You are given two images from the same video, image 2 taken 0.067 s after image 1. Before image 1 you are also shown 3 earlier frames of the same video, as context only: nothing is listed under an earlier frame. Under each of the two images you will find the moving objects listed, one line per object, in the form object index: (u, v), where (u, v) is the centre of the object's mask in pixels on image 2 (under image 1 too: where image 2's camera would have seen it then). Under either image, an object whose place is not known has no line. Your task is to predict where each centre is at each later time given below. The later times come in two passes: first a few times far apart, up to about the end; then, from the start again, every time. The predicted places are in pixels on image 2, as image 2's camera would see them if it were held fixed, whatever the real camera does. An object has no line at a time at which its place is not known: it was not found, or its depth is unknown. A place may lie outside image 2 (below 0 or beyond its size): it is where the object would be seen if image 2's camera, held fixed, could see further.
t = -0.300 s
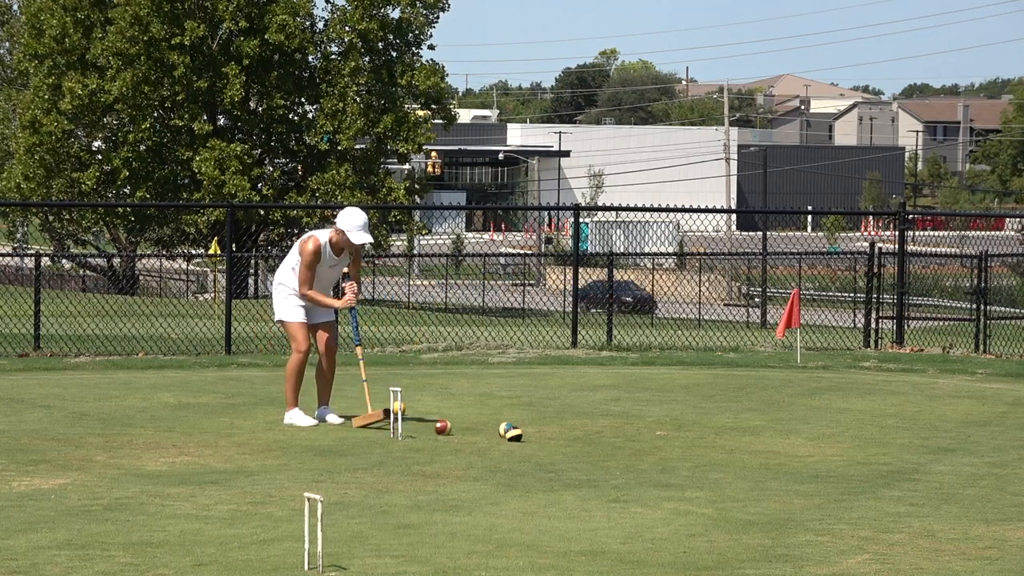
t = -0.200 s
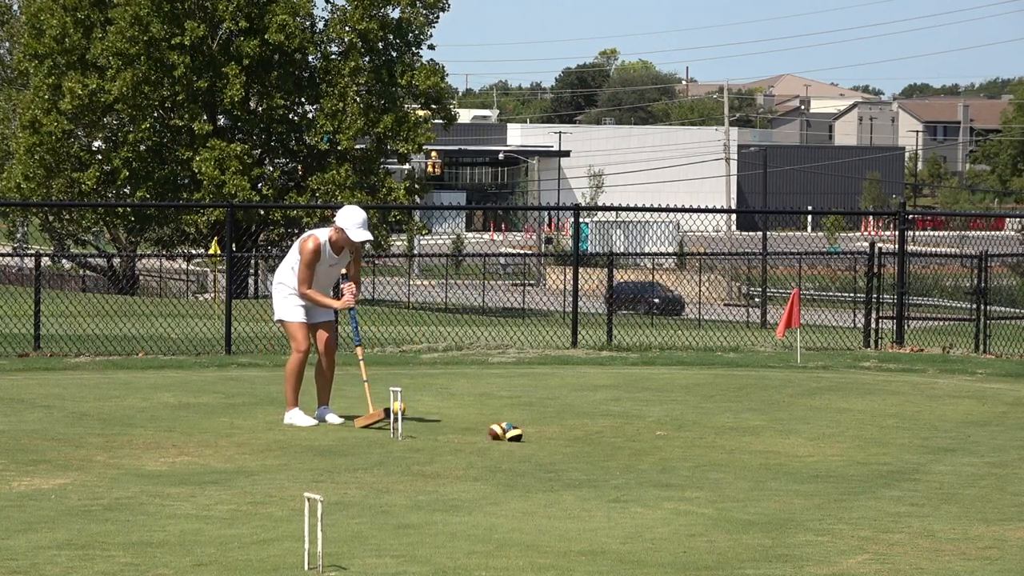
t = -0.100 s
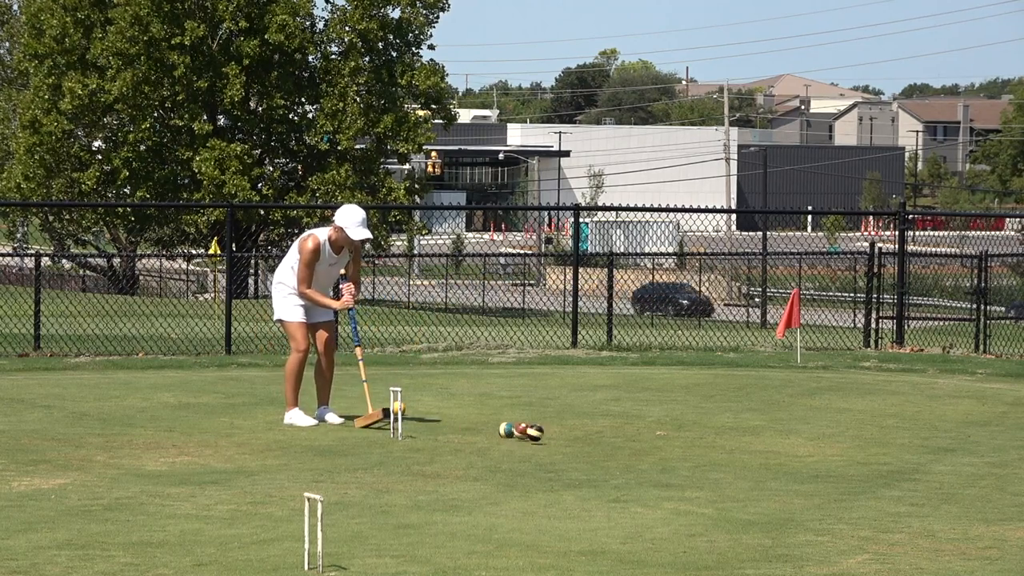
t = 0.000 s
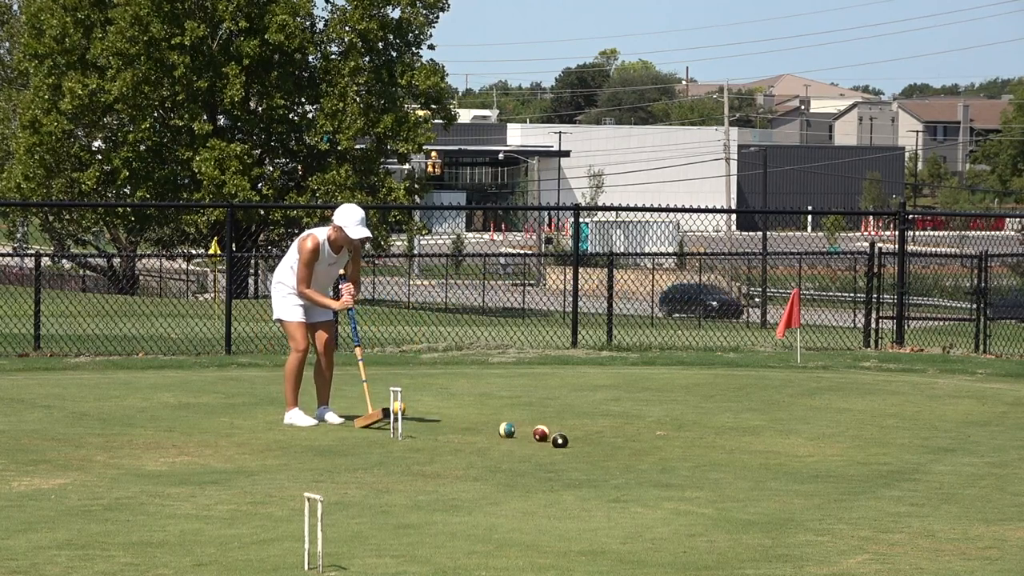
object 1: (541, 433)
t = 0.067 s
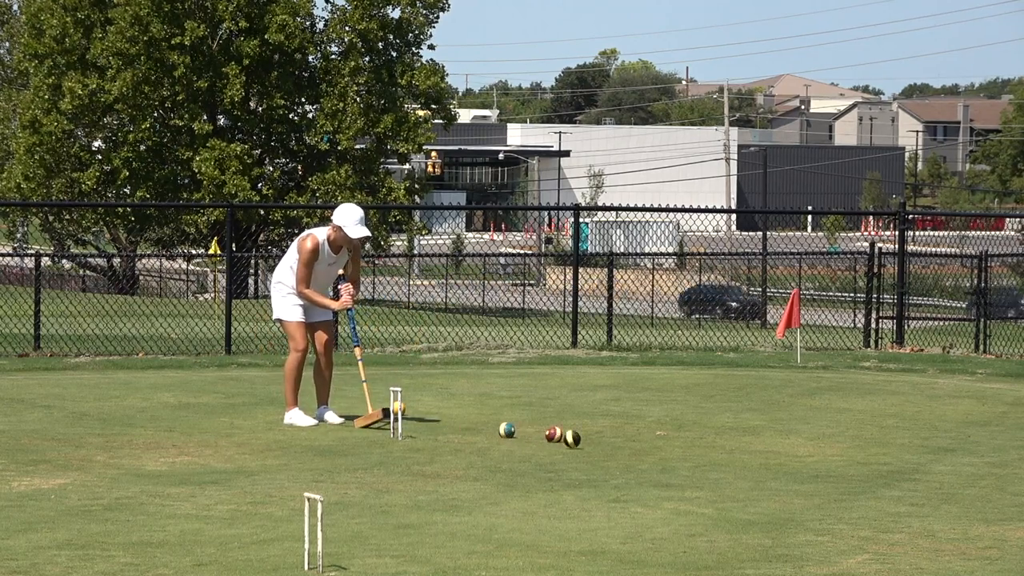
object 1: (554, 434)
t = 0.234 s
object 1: (581, 435)
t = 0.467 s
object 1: (612, 435)
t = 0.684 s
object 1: (632, 436)
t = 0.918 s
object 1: (644, 437)
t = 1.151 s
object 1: (647, 437)
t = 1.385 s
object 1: (646, 437)
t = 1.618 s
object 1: (646, 437)
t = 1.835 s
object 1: (646, 437)
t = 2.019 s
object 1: (646, 437)
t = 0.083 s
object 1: (556, 435)
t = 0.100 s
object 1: (559, 435)
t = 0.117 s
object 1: (562, 434)
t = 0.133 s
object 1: (565, 434)
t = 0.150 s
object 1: (568, 434)
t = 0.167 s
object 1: (571, 434)
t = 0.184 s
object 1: (573, 434)
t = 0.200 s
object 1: (576, 435)
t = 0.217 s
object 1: (579, 435)
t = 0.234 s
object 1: (581, 435)
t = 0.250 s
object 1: (583, 435)
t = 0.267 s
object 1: (586, 435)
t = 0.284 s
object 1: (588, 435)
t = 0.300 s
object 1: (591, 435)
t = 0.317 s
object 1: (593, 435)
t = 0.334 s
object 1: (595, 435)
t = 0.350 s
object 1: (597, 435)
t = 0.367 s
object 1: (599, 435)
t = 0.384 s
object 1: (602, 435)
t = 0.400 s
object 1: (604, 435)
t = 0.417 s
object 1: (606, 435)
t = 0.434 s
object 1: (608, 435)
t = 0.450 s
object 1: (610, 435)
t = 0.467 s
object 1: (612, 435)
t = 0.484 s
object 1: (614, 435)
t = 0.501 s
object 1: (615, 436)
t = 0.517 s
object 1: (617, 435)
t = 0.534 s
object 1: (619, 435)
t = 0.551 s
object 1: (620, 436)
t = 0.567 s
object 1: (622, 436)
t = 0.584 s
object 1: (624, 436)
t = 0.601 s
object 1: (625, 436)
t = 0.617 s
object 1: (626, 436)
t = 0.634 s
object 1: (628, 436)
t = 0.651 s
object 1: (629, 436)
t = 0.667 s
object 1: (631, 436)
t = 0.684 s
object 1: (632, 436)
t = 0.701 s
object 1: (633, 436)
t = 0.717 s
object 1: (634, 436)
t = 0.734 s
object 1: (636, 437)
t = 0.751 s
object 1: (636, 436)
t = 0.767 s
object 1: (637, 437)
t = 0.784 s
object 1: (639, 437)
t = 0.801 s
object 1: (639, 437)
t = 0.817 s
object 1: (640, 437)
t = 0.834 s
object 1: (641, 438)
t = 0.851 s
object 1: (642, 437)
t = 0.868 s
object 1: (642, 437)
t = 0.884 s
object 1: (643, 437)
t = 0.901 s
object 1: (644, 437)
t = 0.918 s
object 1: (644, 437)
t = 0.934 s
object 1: (645, 437)
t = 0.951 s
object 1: (645, 437)
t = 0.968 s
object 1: (646, 437)
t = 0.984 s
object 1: (646, 437)
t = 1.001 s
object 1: (646, 437)
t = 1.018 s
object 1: (646, 437)
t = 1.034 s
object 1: (647, 437)
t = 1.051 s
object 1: (647, 437)
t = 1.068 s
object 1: (647, 437)
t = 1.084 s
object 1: (647, 437)
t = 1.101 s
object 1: (647, 437)
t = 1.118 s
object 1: (647, 437)
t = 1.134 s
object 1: (647, 437)
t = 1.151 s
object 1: (647, 437)
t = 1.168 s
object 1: (647, 437)
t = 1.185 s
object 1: (646, 437)
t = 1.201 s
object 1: (646, 437)
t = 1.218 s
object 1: (646, 437)
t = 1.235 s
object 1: (646, 437)
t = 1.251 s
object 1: (646, 437)
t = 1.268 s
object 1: (646, 437)
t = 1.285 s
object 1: (646, 437)
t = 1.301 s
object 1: (646, 437)
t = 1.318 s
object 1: (646, 437)
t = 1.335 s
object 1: (646, 437)
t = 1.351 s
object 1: (646, 437)
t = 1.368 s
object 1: (646, 437)
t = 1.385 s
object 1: (646, 437)
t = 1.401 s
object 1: (646, 437)
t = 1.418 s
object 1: (646, 437)
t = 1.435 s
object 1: (646, 437)
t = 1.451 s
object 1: (646, 437)
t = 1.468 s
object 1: (646, 437)
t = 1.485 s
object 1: (646, 437)
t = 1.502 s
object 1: (646, 437)
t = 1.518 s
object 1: (646, 437)
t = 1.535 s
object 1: (646, 437)
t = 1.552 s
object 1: (646, 437)
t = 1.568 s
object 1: (646, 437)
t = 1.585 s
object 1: (646, 437)
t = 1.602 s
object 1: (646, 437)
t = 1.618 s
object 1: (646, 437)
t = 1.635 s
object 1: (646, 437)
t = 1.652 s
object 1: (646, 437)
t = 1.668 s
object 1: (646, 437)
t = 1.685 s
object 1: (646, 437)
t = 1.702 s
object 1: (646, 437)
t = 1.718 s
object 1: (646, 437)
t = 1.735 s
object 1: (646, 437)
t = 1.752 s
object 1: (646, 437)
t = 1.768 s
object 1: (646, 437)
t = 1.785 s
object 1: (646, 437)
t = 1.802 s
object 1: (646, 437)
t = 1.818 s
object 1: (646, 437)
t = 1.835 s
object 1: (646, 437)
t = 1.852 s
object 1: (646, 437)
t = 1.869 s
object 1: (646, 437)
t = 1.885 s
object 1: (646, 437)
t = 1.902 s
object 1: (646, 437)
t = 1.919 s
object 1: (646, 437)
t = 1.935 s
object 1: (646, 437)
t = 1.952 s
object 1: (646, 437)
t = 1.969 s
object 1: (646, 437)
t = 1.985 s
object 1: (646, 437)
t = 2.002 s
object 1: (646, 437)
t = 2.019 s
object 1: (646, 437)
